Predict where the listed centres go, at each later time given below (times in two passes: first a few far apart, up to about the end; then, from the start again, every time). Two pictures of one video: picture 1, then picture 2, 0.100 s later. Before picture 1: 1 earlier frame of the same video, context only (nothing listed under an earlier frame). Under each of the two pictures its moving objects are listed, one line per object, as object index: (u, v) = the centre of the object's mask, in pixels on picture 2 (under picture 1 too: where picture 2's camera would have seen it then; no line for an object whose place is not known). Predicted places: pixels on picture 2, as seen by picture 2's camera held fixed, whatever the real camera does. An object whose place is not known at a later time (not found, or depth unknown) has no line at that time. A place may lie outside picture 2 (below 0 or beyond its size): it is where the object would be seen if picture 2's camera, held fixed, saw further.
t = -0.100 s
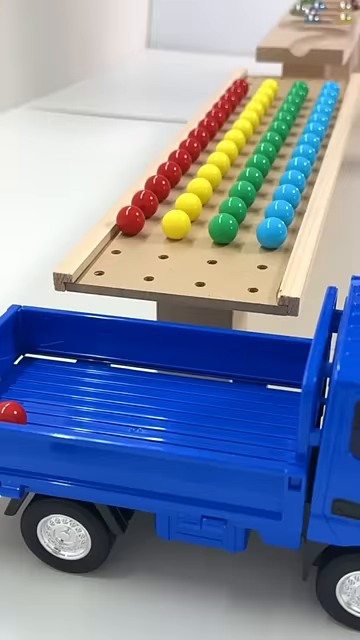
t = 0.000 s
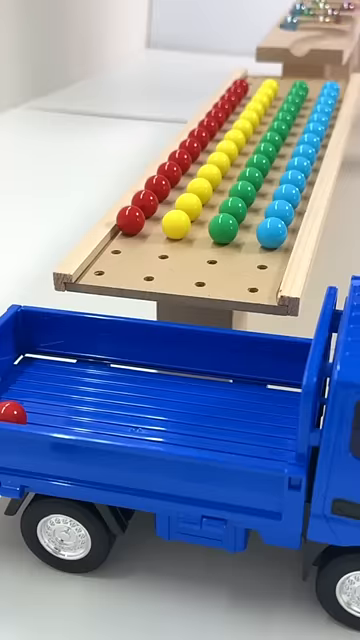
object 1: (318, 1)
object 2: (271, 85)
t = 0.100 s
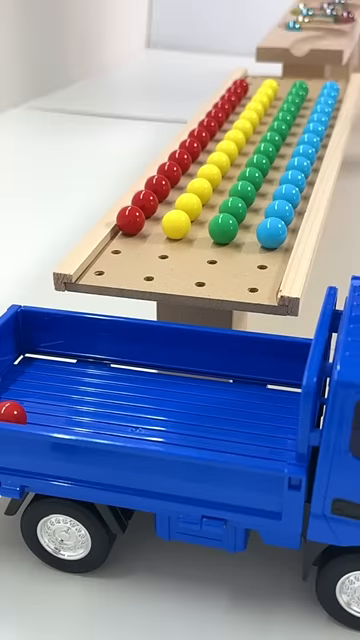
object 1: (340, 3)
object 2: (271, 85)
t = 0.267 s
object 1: (349, 6)
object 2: (271, 85)
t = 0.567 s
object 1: (302, 11)
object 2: (271, 85)
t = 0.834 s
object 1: (347, 17)
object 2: (271, 85)
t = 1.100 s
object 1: (289, 23)
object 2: (271, 85)
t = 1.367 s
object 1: (331, 31)
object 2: (271, 85)
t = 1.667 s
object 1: (304, 39)
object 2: (246, 89)
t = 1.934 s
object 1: (301, 81)
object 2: (241, 91)
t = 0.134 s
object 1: (345, 4)
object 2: (271, 85)
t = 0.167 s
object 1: (351, 4)
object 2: (271, 85)
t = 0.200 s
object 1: (354, 4)
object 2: (271, 85)
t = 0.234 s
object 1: (352, 5)
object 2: (271, 85)
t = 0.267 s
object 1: (349, 6)
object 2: (271, 85)
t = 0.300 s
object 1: (343, 5)
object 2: (271, 85)
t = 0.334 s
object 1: (337, 6)
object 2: (271, 85)
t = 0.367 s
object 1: (329, 6)
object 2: (271, 85)
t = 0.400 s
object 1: (322, 6)
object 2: (271, 85)
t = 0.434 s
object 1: (315, 6)
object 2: (271, 85)
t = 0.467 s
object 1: (307, 8)
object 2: (271, 85)
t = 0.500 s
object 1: (301, 9)
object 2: (271, 85)
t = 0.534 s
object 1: (299, 10)
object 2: (271, 85)
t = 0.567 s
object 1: (302, 11)
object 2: (271, 85)
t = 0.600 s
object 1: (304, 12)
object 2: (271, 85)
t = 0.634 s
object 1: (310, 13)
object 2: (271, 85)
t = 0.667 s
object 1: (319, 12)
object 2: (271, 85)
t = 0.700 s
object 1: (328, 12)
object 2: (271, 85)
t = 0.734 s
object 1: (336, 15)
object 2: (271, 85)
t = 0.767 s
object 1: (342, 17)
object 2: (271, 85)
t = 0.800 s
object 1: (347, 16)
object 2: (271, 85)
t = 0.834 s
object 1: (347, 17)
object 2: (271, 85)
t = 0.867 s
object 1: (342, 19)
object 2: (271, 85)
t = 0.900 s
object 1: (335, 19)
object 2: (271, 85)
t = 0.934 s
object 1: (327, 19)
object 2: (271, 85)
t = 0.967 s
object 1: (319, 19)
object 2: (271, 85)
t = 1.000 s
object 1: (312, 18)
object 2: (271, 85)
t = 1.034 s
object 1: (304, 20)
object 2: (271, 85)
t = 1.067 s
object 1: (297, 23)
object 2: (271, 85)
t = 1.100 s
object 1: (289, 23)
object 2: (271, 85)
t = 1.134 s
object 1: (288, 23)
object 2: (271, 85)
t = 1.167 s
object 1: (290, 25)
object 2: (271, 85)
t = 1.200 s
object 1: (295, 26)
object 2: (271, 85)
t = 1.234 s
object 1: (300, 26)
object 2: (271, 85)
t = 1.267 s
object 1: (310, 26)
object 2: (271, 84)
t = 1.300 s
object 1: (316, 24)
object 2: (271, 85)
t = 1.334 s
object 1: (326, 30)
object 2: (271, 85)
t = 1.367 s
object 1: (331, 31)
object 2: (271, 85)
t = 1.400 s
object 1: (336, 31)
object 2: (271, 85)
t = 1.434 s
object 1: (338, 31)
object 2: (271, 85)
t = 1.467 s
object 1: (335, 33)
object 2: (271, 85)
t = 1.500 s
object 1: (330, 33)
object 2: (270, 84)
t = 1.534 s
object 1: (324, 33)
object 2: (260, 85)
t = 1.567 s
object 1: (315, 35)
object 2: (252, 88)
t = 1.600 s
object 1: (310, 36)
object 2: (249, 89)
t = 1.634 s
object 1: (307, 38)
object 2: (248, 90)
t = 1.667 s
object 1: (304, 39)
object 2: (246, 89)
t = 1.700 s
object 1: (300, 41)
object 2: (245, 88)
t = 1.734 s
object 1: (299, 43)
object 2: (246, 87)
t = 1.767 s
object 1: (301, 45)
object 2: (245, 88)
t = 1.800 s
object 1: (300, 54)
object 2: (244, 88)
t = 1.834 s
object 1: (300, 72)
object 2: (243, 88)
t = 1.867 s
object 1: (300, 75)
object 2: (241, 89)
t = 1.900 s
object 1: (300, 78)
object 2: (240, 90)
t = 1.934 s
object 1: (301, 81)
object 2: (241, 91)
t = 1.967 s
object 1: (301, 83)
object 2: (241, 91)
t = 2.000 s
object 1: (301, 87)
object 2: (241, 92)
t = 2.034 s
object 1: (302, 91)
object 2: (243, 94)
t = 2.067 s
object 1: (302, 95)
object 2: (245, 95)
